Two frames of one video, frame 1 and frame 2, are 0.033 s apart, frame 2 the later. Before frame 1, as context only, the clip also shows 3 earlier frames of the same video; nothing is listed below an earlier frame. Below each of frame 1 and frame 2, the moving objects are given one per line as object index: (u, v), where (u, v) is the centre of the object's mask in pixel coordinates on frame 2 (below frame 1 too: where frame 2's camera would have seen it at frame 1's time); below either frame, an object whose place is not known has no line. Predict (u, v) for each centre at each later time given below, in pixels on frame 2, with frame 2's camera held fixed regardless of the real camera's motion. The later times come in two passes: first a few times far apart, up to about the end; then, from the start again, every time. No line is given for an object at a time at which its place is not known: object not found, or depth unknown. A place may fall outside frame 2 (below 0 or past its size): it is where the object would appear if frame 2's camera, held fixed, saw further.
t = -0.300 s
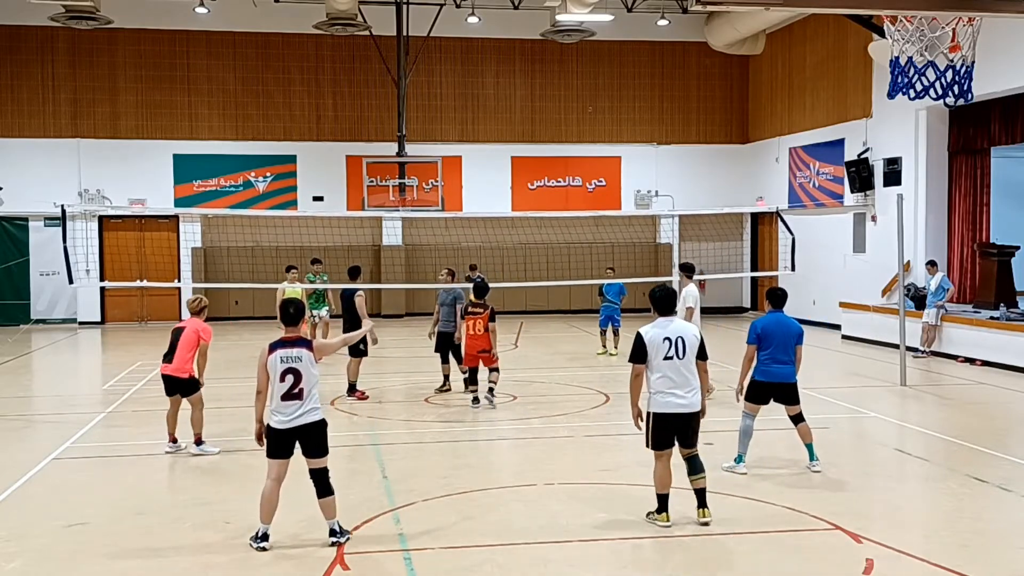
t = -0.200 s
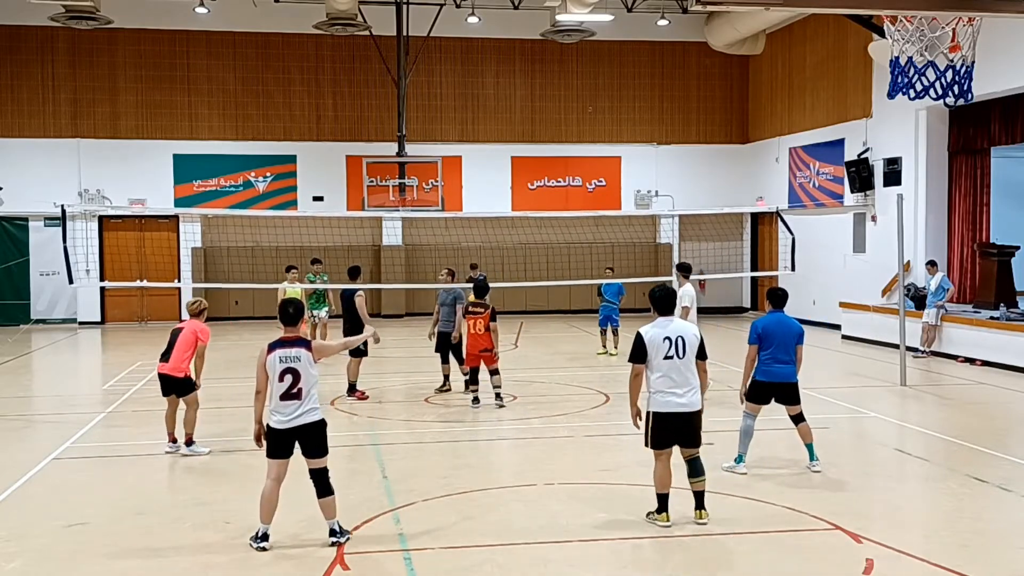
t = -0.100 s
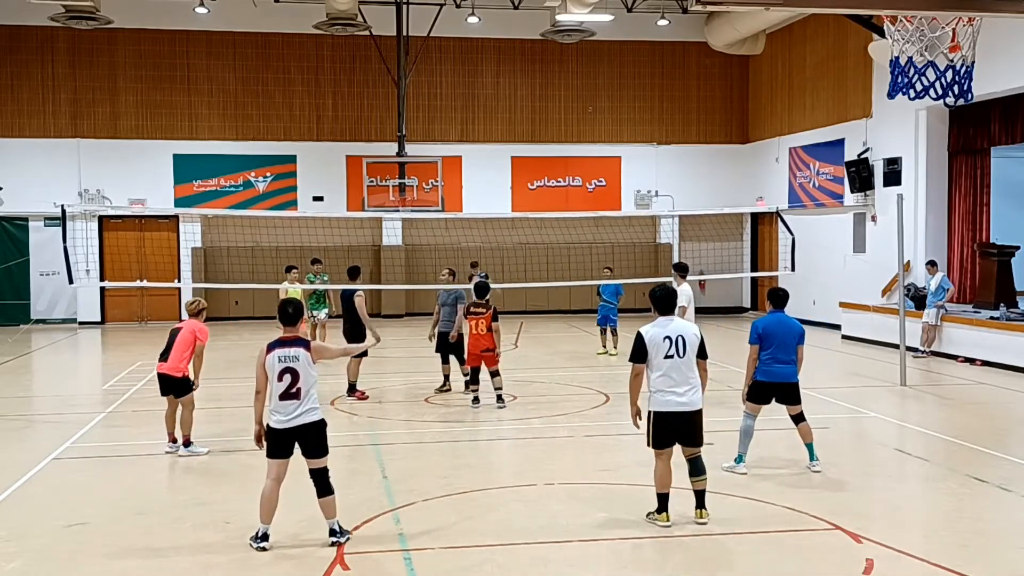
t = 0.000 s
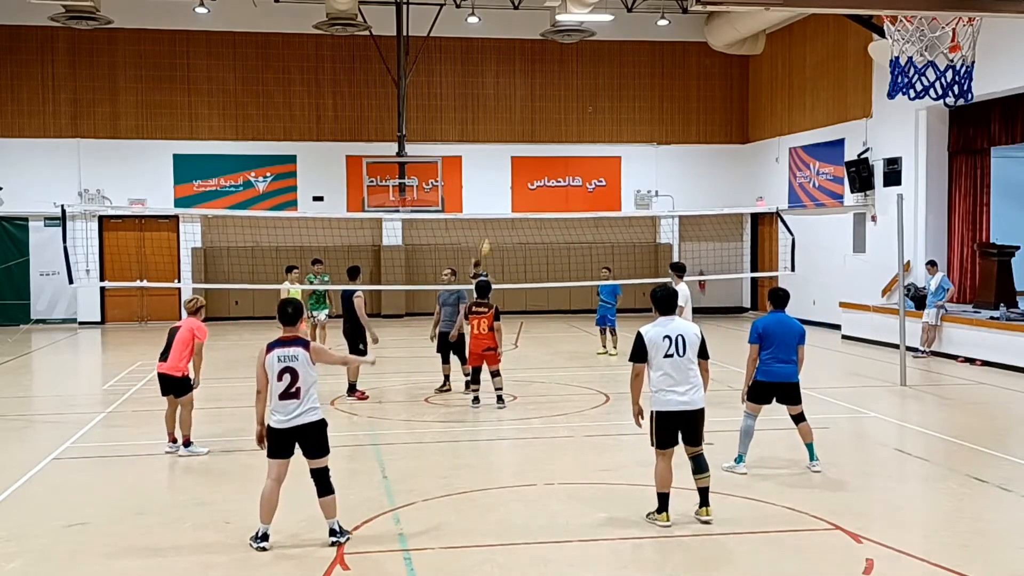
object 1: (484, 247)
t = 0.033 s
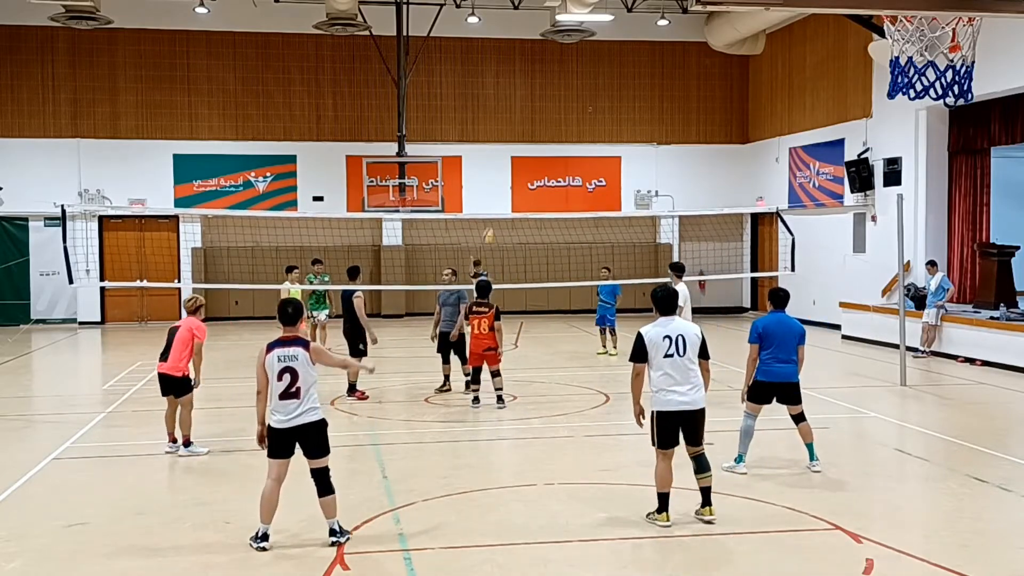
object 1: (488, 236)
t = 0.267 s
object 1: (513, 162)
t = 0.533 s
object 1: (549, 99)
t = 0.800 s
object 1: (598, 73)
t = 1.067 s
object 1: (672, 111)
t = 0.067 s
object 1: (490, 225)
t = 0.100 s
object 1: (495, 210)
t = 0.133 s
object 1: (498, 202)
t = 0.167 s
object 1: (501, 192)
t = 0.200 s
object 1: (505, 181)
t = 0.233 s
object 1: (509, 171)
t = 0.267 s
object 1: (513, 162)
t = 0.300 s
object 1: (517, 152)
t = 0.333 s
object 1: (522, 141)
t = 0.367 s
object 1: (526, 134)
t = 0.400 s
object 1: (530, 126)
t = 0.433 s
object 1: (535, 118)
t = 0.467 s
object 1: (540, 111)
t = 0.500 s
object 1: (544, 105)
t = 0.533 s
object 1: (549, 99)
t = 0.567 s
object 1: (554, 93)
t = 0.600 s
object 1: (559, 89)
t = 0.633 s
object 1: (565, 84)
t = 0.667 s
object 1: (571, 80)
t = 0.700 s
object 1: (577, 77)
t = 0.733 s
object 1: (584, 75)
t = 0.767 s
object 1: (591, 74)
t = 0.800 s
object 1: (598, 73)
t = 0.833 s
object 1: (606, 73)
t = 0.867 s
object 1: (614, 75)
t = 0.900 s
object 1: (623, 78)
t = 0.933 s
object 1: (632, 81)
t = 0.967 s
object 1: (642, 87)
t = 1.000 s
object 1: (652, 93)
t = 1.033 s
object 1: (661, 101)
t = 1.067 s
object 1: (672, 111)
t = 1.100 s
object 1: (683, 123)
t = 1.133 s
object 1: (693, 134)
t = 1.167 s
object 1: (704, 150)
